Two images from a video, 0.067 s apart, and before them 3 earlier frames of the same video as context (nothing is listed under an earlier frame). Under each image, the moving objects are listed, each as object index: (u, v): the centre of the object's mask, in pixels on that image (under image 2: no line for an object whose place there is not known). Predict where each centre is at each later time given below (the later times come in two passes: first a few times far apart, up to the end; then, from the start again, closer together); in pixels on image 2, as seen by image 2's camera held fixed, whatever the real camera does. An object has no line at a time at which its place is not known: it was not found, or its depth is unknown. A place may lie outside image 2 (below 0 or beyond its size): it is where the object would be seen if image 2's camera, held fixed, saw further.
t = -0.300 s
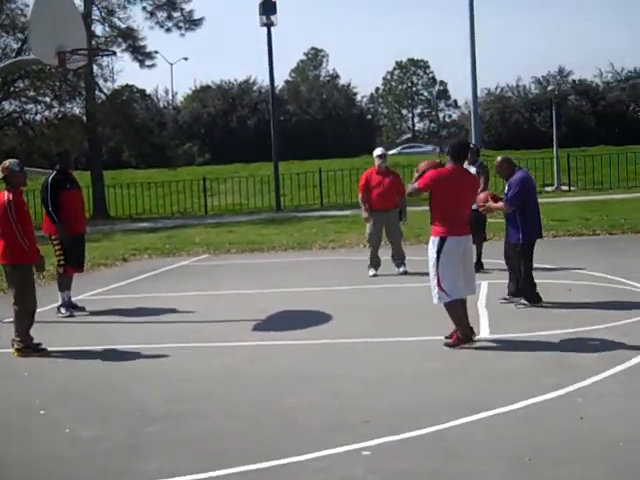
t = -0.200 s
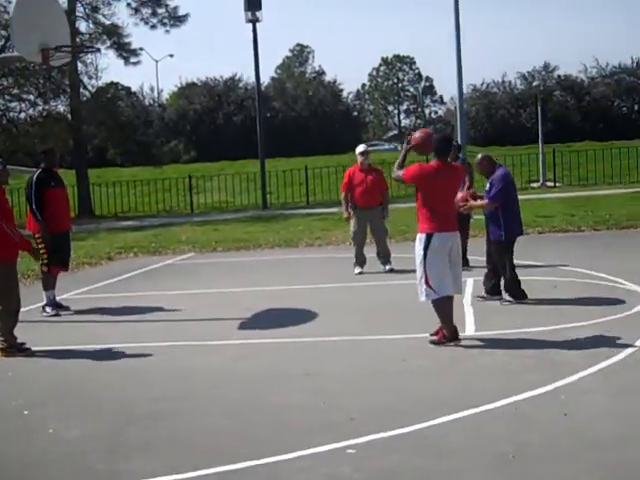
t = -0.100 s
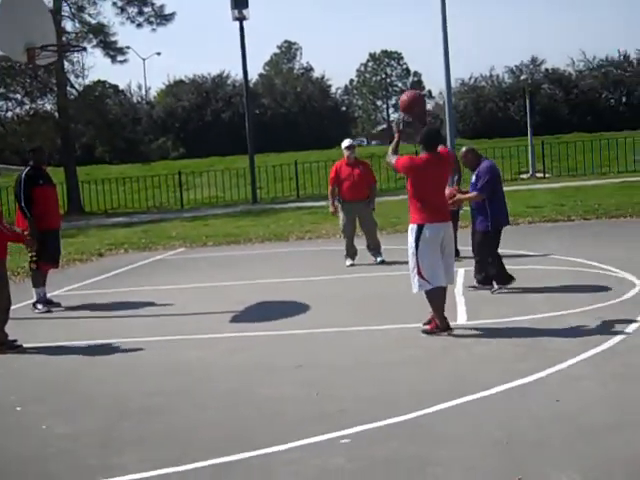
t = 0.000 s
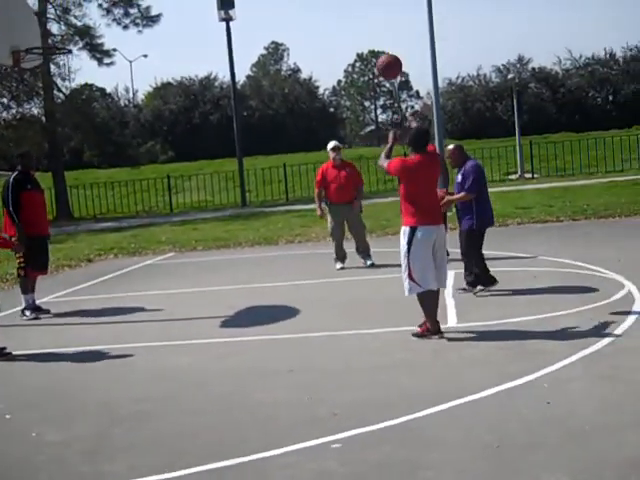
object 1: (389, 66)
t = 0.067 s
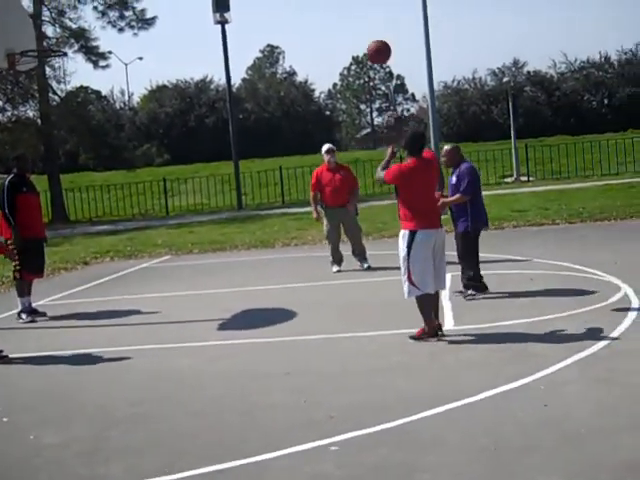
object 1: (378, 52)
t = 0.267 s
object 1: (365, 30)
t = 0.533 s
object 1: (356, 57)
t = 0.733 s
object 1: (353, 109)
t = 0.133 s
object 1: (374, 39)
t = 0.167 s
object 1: (370, 36)
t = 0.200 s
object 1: (368, 34)
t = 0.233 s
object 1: (367, 30)
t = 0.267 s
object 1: (365, 30)
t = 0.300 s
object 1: (363, 30)
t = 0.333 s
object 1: (361, 32)
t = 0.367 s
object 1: (361, 33)
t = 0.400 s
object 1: (359, 37)
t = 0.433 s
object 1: (358, 42)
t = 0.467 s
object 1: (357, 46)
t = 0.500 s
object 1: (356, 52)
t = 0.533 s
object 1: (356, 57)
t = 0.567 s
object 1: (355, 63)
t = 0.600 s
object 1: (353, 72)
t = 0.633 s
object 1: (354, 80)
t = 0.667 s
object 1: (354, 89)
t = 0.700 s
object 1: (352, 100)
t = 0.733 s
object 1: (353, 109)
